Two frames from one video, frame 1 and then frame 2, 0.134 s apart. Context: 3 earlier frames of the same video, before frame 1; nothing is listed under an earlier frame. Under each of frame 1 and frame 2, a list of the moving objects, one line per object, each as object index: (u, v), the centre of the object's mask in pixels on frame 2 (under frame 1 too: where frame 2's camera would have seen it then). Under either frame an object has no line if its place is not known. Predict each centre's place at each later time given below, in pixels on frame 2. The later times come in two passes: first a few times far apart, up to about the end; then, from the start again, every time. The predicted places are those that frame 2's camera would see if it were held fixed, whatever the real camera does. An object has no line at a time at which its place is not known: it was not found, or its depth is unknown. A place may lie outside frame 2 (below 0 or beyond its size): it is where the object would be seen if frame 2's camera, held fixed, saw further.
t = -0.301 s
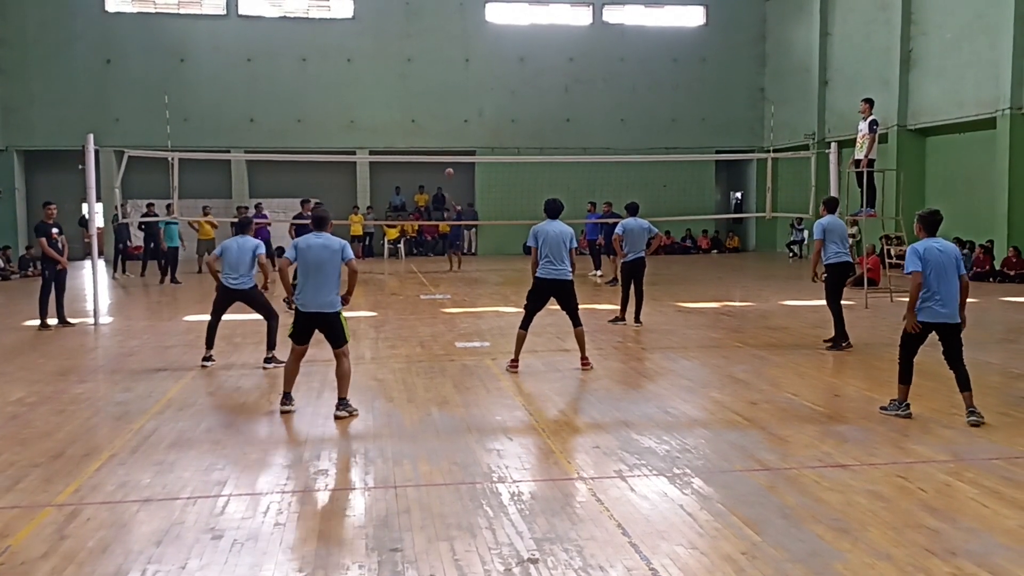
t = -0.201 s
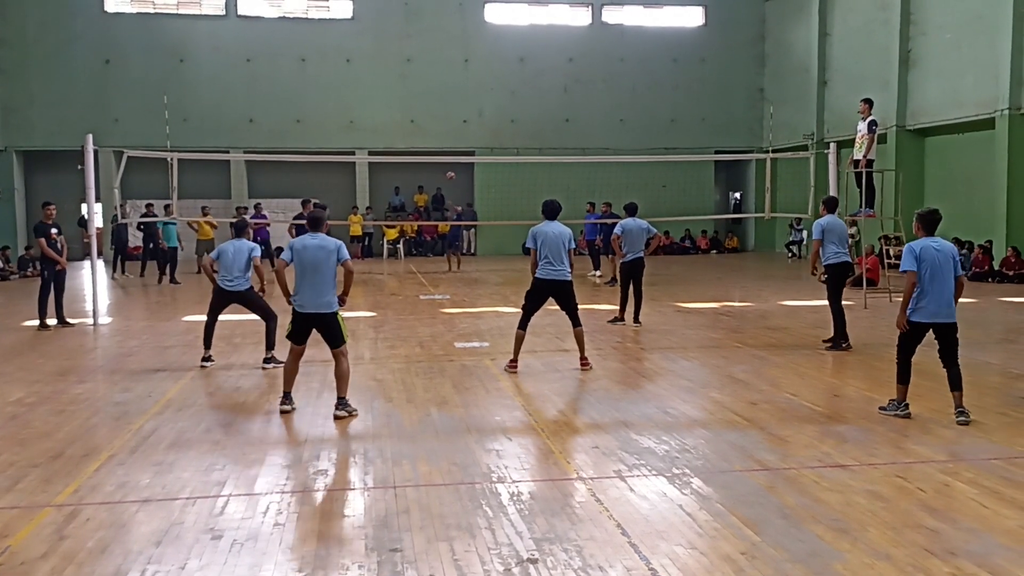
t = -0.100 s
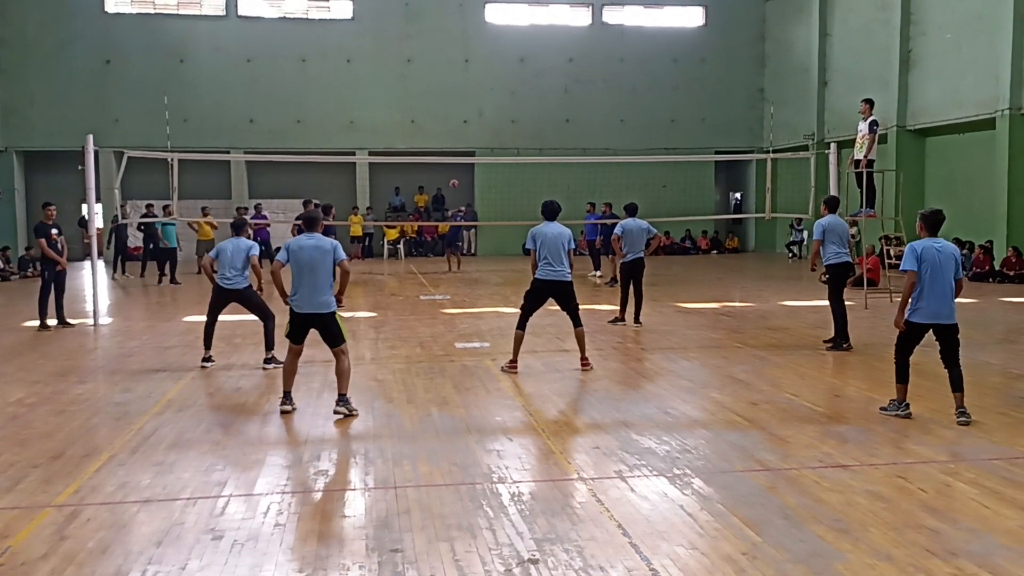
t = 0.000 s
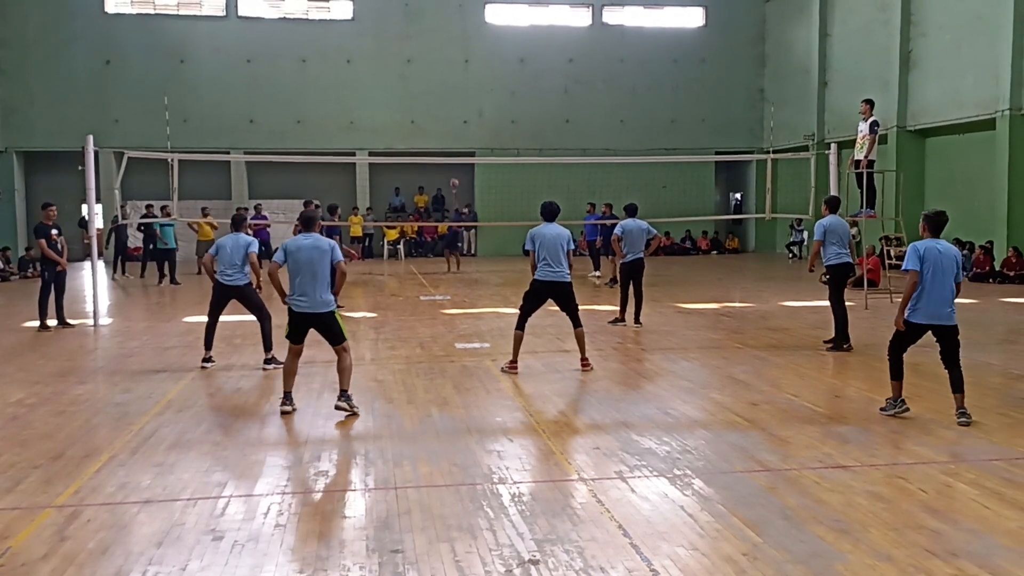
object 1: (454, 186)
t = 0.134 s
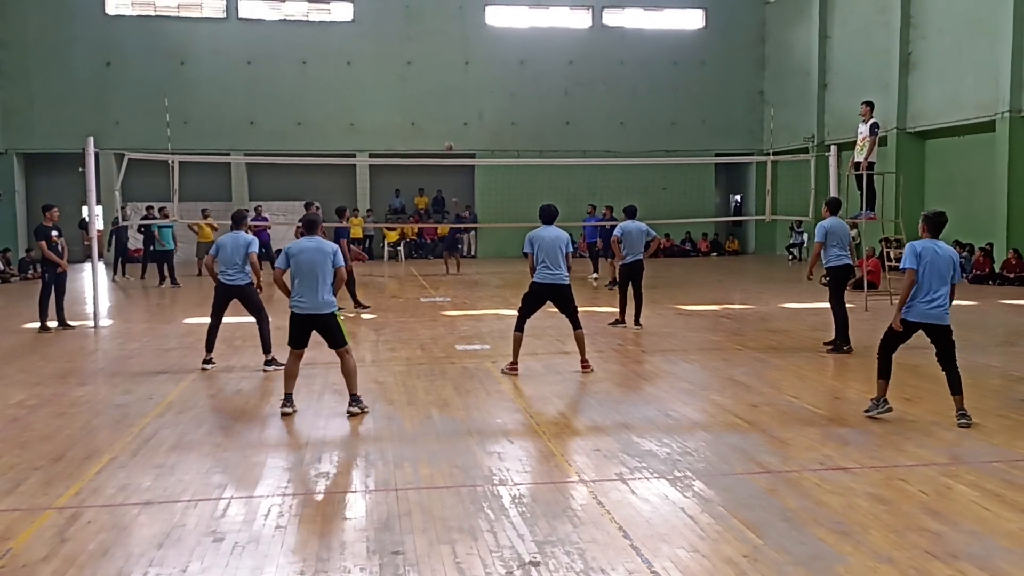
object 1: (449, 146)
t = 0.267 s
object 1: (444, 111)
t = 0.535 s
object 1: (436, 55)
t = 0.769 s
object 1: (430, 31)
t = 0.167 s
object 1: (448, 137)
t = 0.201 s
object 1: (446, 128)
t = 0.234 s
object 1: (445, 119)
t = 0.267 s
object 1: (444, 111)
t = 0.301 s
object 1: (443, 103)
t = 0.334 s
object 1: (442, 95)
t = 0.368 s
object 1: (441, 88)
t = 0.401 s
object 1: (439, 80)
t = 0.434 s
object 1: (438, 73)
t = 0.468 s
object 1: (438, 67)
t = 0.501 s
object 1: (437, 61)
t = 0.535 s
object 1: (436, 55)
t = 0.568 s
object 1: (435, 50)
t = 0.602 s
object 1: (434, 46)
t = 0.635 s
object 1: (433, 41)
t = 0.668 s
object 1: (432, 38)
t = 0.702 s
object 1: (432, 35)
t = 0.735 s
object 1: (431, 33)
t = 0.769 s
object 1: (430, 31)
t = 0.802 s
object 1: (430, 30)
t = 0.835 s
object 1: (429, 31)
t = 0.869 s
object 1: (428, 33)
